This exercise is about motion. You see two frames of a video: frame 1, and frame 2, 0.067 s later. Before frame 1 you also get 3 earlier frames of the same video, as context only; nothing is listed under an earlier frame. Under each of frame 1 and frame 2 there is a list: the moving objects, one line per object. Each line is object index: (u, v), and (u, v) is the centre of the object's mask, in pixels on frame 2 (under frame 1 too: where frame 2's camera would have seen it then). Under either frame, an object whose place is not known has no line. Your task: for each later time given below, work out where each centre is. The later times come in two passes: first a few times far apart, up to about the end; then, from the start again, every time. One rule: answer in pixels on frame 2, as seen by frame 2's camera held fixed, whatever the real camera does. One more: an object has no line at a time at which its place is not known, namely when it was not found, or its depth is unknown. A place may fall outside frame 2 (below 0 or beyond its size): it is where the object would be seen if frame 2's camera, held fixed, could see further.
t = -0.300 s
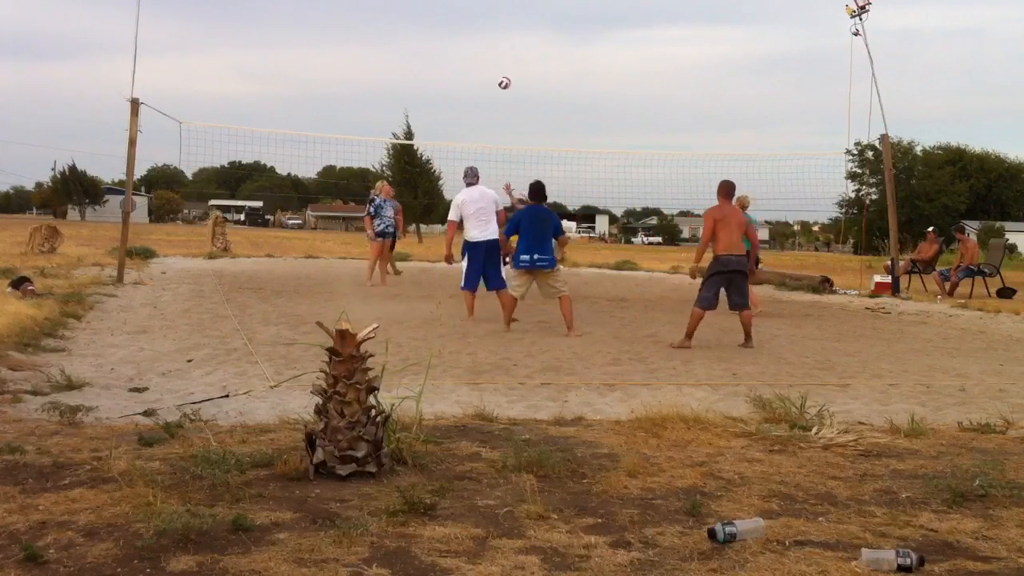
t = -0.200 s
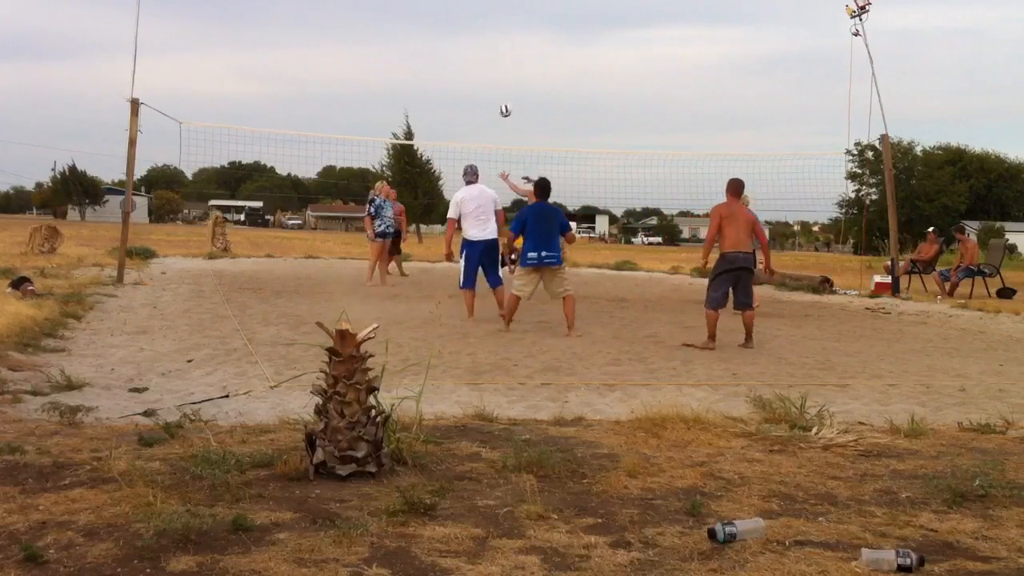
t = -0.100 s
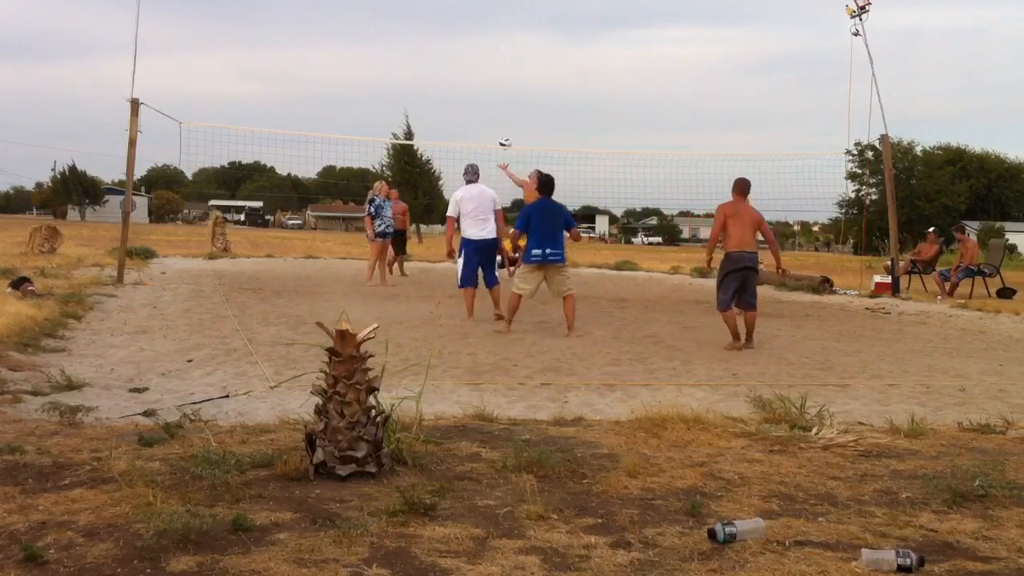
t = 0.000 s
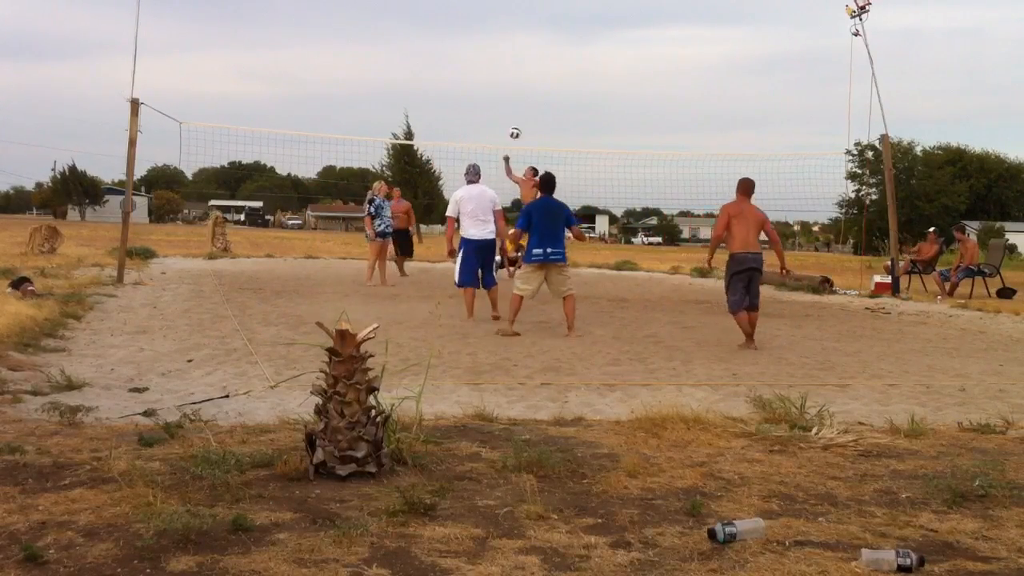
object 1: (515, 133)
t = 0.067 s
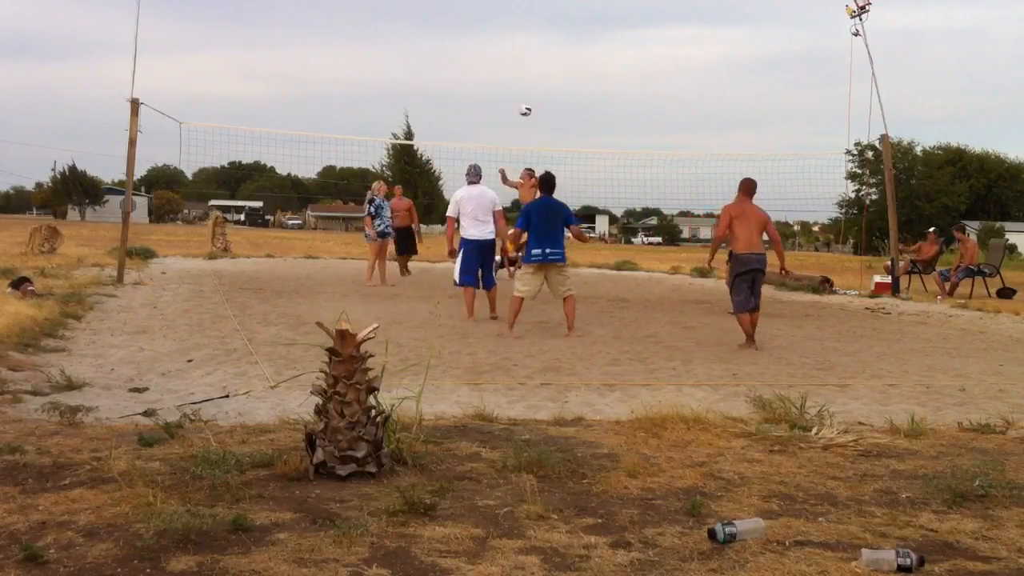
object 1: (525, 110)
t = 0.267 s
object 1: (556, 55)
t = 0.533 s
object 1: (599, 16)
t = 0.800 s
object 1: (642, 22)
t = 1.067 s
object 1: (685, 81)
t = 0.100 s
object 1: (530, 99)
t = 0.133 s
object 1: (535, 90)
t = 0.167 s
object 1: (541, 80)
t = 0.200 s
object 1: (546, 72)
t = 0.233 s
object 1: (551, 63)
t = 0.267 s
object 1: (556, 55)
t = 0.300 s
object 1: (561, 49)
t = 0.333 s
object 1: (567, 42)
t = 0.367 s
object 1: (572, 36)
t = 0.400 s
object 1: (578, 31)
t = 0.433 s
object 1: (583, 26)
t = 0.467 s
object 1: (589, 22)
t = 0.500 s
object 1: (594, 19)
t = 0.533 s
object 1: (599, 16)
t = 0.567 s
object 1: (605, 14)
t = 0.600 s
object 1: (610, 13)
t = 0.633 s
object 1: (615, 13)
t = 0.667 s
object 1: (621, 13)
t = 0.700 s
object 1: (626, 14)
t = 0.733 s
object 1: (631, 16)
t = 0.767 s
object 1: (637, 18)
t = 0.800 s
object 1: (642, 22)
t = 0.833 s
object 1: (648, 26)
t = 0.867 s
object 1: (653, 31)
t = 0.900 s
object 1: (658, 37)
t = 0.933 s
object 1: (664, 45)
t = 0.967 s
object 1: (669, 52)
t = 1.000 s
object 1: (674, 61)
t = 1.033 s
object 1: (680, 71)
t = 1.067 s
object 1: (685, 81)
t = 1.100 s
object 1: (690, 93)
